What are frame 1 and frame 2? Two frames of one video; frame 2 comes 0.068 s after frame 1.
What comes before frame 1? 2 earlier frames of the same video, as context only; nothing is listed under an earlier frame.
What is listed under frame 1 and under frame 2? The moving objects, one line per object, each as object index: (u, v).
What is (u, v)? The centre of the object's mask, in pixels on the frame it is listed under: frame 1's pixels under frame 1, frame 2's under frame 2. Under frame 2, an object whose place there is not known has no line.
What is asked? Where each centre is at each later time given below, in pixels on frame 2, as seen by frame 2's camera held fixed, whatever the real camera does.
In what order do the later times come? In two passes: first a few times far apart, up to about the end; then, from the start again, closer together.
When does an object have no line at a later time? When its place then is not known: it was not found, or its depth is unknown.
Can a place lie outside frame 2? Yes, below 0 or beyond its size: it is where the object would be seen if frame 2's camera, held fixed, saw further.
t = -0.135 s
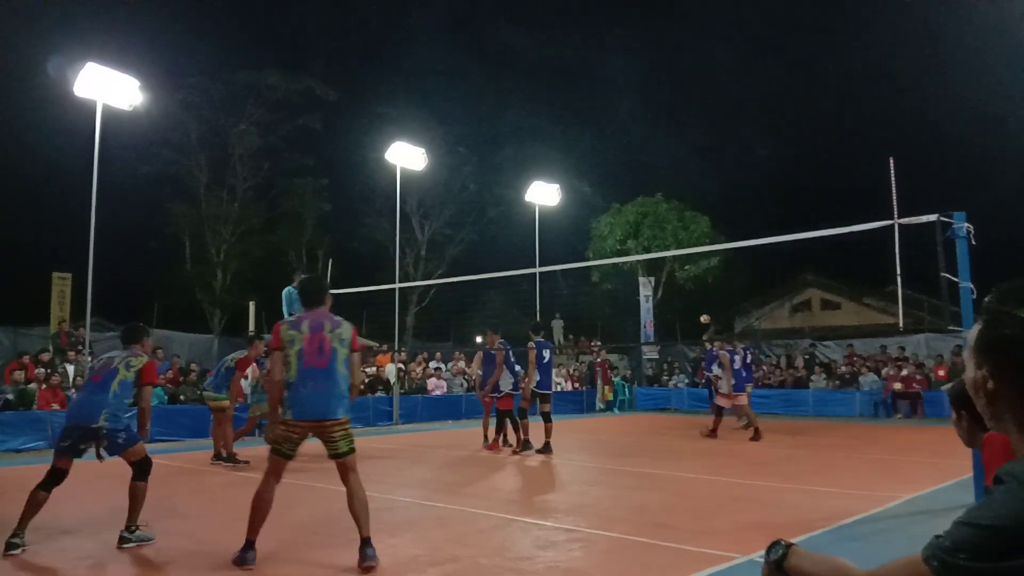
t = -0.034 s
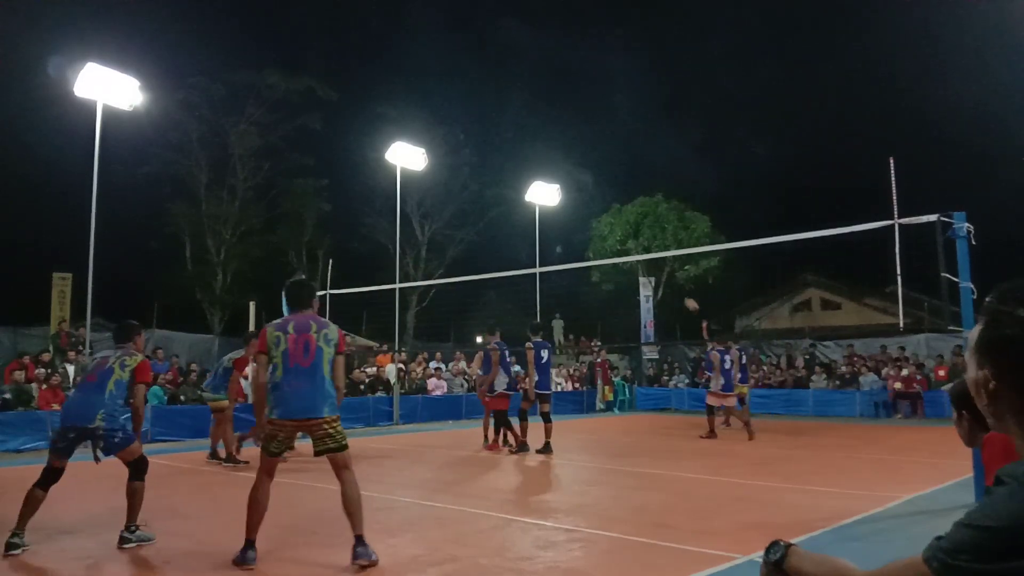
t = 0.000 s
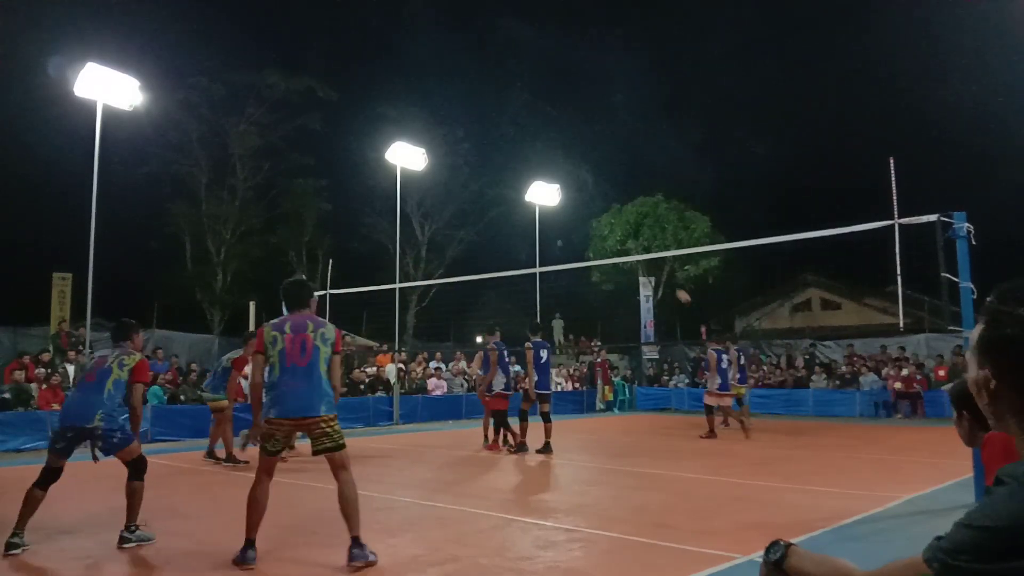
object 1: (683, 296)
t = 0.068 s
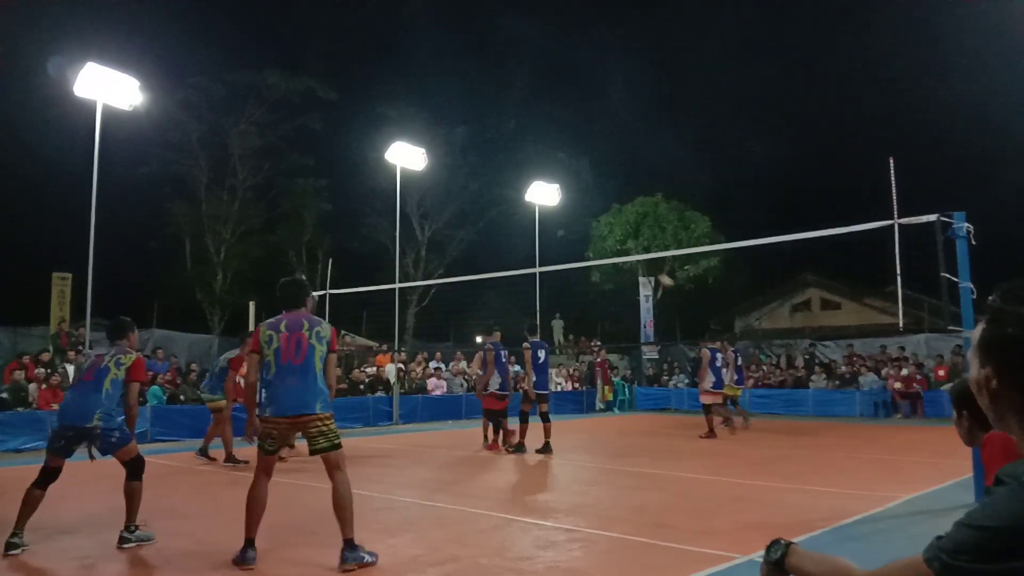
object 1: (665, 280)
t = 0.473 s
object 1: (526, 212)
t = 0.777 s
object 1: (375, 218)
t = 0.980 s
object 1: (224, 272)
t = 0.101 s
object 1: (657, 274)
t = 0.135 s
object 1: (648, 267)
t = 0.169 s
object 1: (640, 262)
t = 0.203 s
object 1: (625, 252)
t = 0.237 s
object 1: (615, 247)
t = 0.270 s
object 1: (603, 241)
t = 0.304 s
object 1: (590, 236)
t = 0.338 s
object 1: (579, 231)
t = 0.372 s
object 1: (567, 226)
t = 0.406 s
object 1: (554, 221)
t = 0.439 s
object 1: (545, 216)
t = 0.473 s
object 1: (526, 212)
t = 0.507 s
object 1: (513, 211)
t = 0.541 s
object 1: (499, 209)
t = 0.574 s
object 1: (484, 207)
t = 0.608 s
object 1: (467, 207)
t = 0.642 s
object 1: (451, 207)
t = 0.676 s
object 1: (433, 208)
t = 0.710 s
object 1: (415, 211)
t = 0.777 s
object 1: (375, 218)
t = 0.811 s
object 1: (354, 224)
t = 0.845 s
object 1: (331, 231)
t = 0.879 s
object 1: (307, 239)
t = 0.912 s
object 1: (280, 249)
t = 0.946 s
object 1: (253, 259)
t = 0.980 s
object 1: (224, 272)
